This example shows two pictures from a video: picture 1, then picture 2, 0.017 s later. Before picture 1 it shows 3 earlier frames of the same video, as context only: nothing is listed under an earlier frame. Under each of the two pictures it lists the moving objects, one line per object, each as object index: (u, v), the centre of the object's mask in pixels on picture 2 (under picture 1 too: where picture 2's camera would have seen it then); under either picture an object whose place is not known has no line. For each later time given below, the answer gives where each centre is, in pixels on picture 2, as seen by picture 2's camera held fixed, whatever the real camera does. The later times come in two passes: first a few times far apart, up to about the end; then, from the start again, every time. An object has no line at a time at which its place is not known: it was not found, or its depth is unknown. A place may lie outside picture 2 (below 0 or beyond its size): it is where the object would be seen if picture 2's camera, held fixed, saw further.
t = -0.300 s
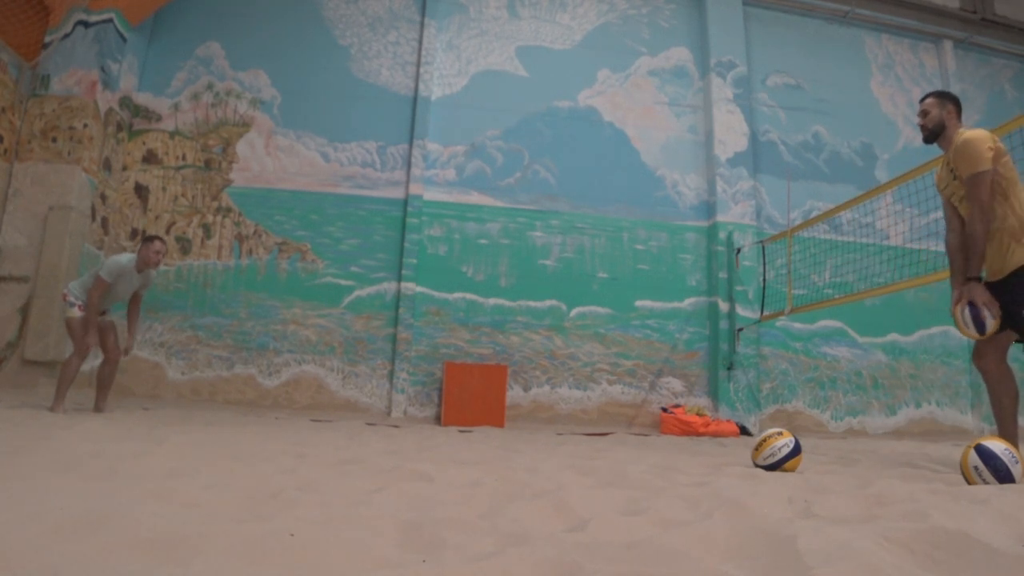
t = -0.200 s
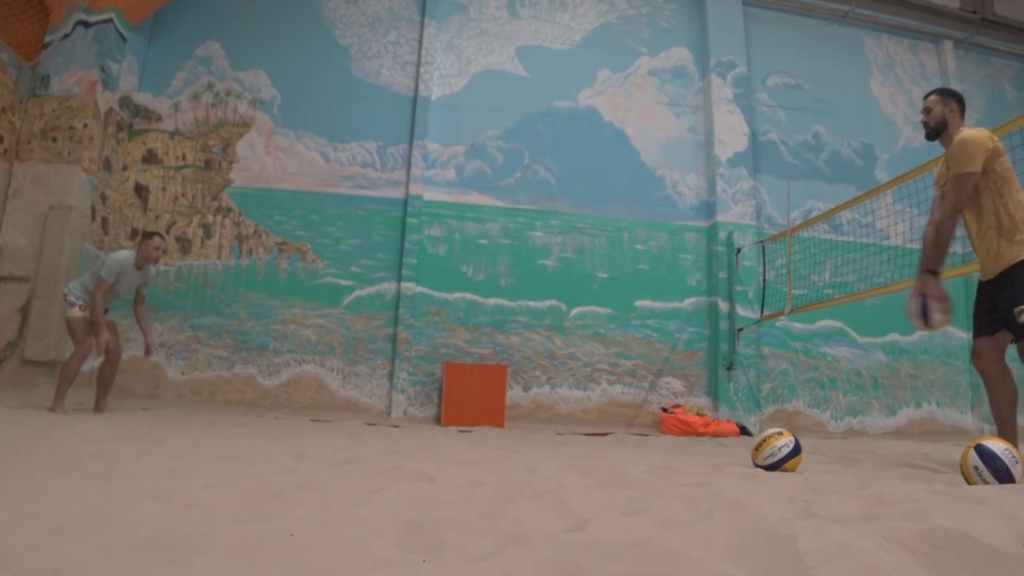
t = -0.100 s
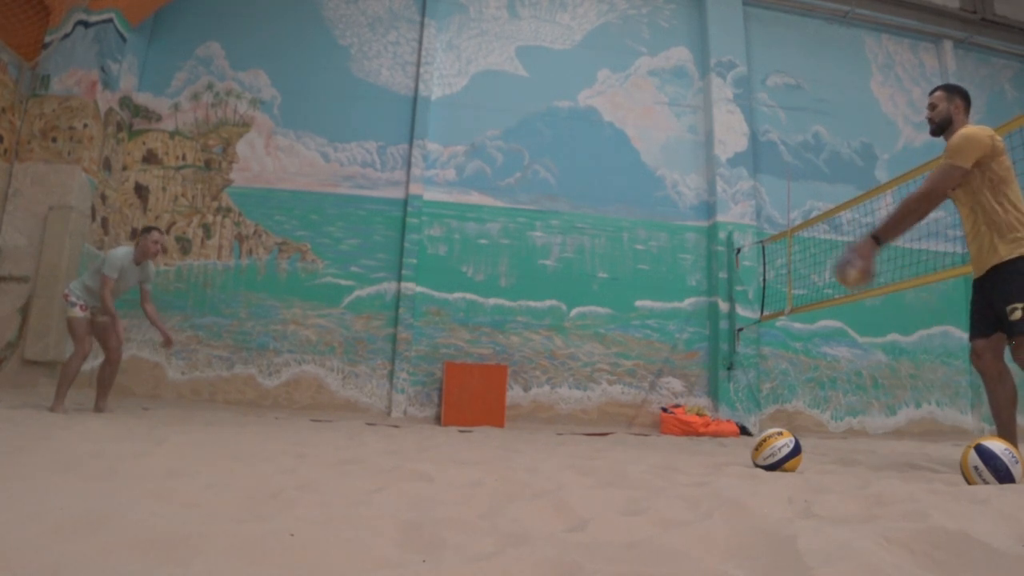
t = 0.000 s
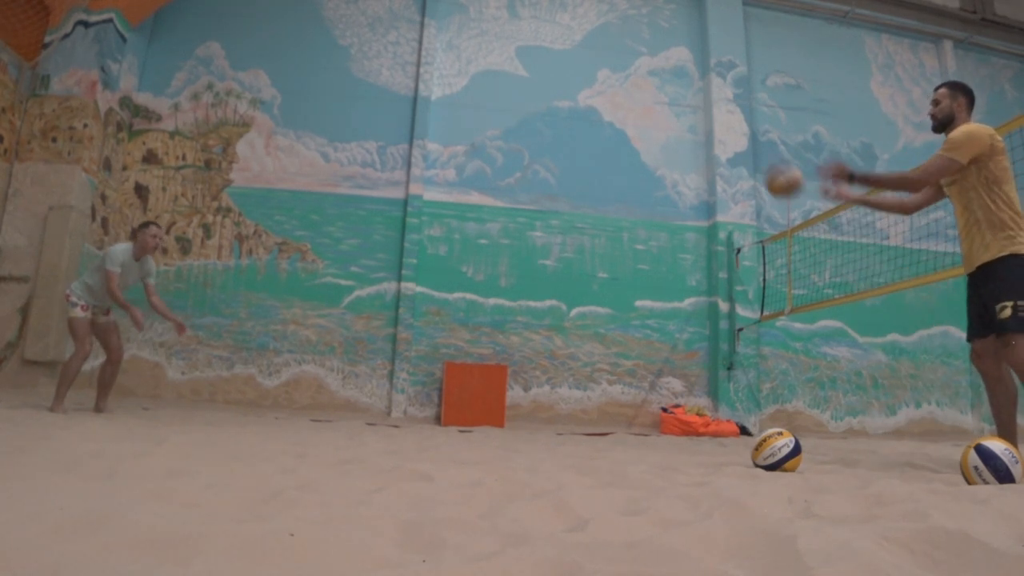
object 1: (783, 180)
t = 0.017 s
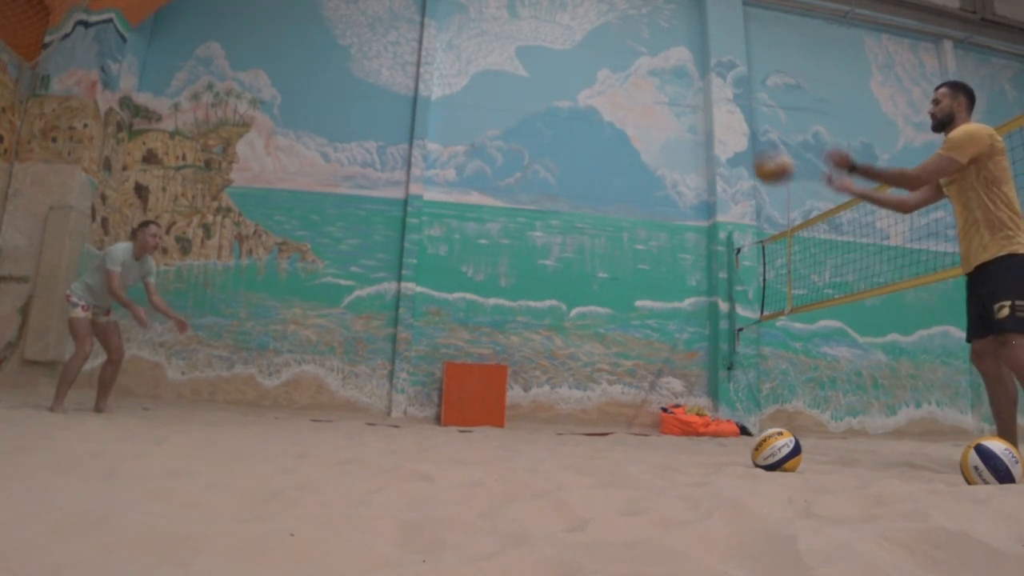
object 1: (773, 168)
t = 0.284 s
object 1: (633, 37)
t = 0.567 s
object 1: (525, 22)
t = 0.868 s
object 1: (430, 102)
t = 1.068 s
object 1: (370, 204)
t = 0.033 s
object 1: (763, 156)
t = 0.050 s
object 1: (752, 141)
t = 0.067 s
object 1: (741, 130)
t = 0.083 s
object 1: (732, 119)
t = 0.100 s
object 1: (722, 110)
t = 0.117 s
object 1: (713, 99)
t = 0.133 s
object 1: (704, 92)
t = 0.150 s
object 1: (696, 83)
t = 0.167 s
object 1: (687, 74)
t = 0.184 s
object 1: (679, 66)
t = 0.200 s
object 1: (671, 62)
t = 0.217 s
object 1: (662, 56)
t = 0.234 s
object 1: (655, 51)
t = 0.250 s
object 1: (647, 45)
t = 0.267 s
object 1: (640, 41)
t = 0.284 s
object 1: (633, 37)
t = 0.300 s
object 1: (626, 33)
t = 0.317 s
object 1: (618, 29)
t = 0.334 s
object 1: (612, 26)
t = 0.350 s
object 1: (605, 24)
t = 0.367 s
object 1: (598, 22)
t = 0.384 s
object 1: (591, 20)
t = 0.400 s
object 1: (585, 18)
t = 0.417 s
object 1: (579, 17)
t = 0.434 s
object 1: (572, 16)
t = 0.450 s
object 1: (566, 16)
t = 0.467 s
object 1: (560, 16)
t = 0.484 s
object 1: (554, 16)
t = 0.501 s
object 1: (549, 16)
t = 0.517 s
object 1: (543, 17)
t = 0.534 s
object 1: (537, 19)
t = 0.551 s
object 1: (531, 20)
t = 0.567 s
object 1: (525, 22)
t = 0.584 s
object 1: (520, 24)
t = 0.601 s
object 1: (514, 27)
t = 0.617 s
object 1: (509, 29)
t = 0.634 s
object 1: (503, 32)
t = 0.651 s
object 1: (497, 35)
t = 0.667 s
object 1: (492, 39)
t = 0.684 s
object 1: (487, 42)
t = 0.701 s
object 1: (481, 47)
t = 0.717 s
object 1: (476, 51)
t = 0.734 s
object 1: (471, 56)
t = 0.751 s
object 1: (466, 60)
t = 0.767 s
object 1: (461, 65)
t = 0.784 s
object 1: (455, 71)
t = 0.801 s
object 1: (450, 77)
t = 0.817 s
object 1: (445, 82)
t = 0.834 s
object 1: (440, 89)
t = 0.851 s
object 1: (435, 96)
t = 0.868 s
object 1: (430, 102)
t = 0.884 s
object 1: (426, 109)
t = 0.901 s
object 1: (420, 117)
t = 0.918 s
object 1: (415, 124)
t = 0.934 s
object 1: (411, 131)
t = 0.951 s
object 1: (405, 139)
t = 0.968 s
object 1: (400, 148)
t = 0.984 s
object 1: (396, 155)
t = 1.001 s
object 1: (390, 165)
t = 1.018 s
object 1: (384, 174)
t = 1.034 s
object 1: (380, 185)
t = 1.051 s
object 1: (374, 194)
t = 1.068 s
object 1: (370, 204)
